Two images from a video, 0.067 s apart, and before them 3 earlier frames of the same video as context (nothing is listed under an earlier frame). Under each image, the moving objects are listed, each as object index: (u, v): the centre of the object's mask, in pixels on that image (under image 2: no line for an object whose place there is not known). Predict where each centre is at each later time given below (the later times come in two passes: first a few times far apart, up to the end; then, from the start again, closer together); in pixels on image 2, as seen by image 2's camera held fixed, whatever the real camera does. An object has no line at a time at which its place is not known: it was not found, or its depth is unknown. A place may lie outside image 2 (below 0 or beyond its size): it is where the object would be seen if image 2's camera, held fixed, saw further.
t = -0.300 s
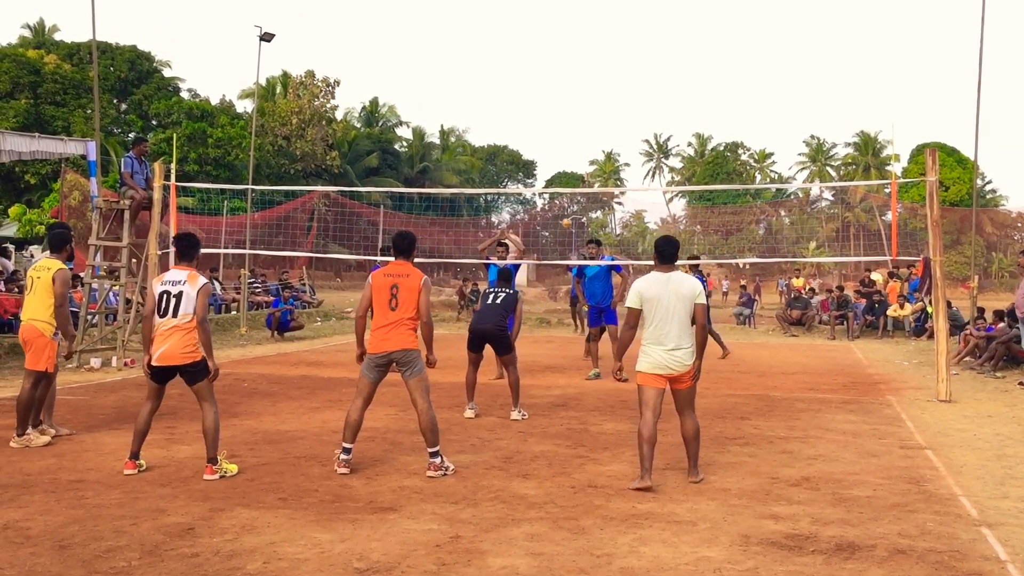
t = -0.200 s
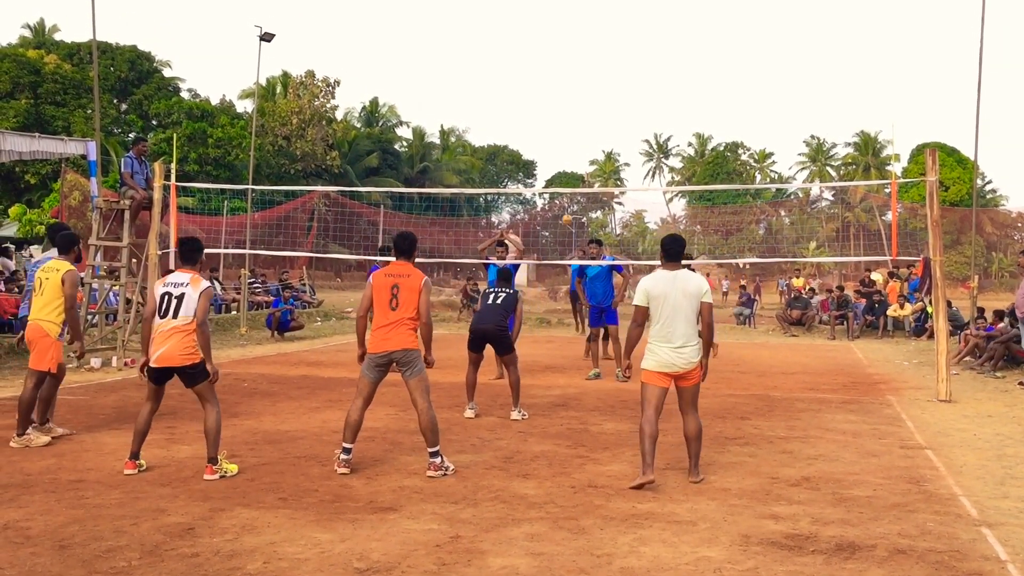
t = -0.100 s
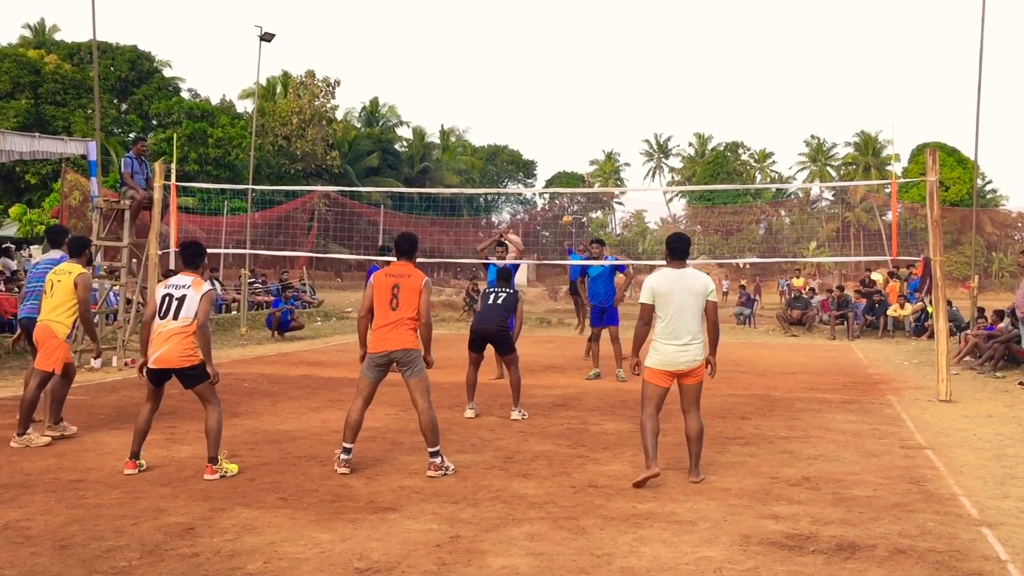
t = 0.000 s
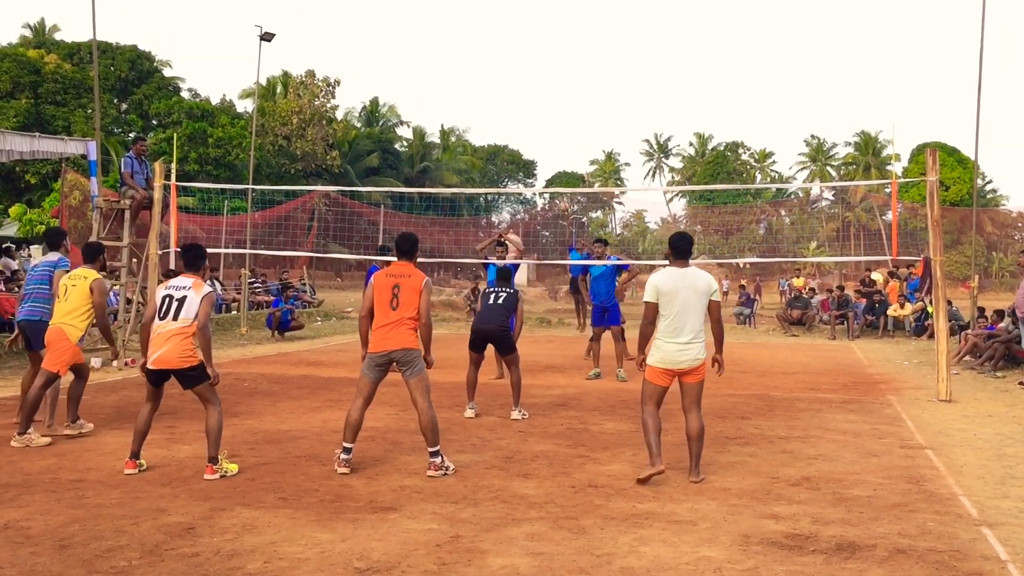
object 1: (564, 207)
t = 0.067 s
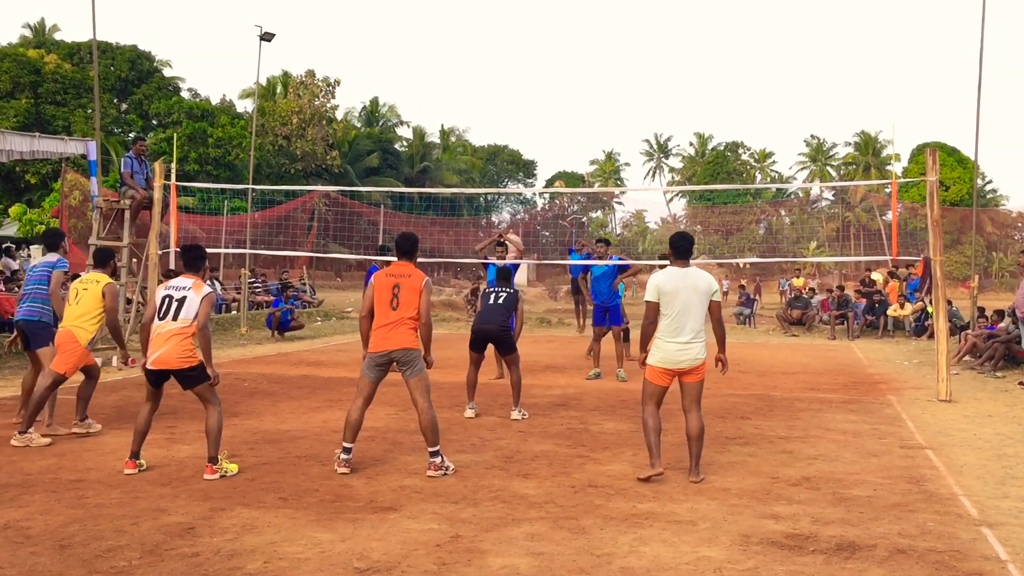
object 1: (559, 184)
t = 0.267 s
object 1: (546, 130)
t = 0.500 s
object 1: (526, 79)
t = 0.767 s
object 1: (503, 49)
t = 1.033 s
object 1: (477, 75)
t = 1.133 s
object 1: (464, 108)
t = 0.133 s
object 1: (555, 166)
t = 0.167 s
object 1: (553, 157)
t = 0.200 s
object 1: (550, 148)
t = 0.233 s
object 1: (548, 139)
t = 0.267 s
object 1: (546, 130)
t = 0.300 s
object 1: (543, 121)
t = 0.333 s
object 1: (540, 113)
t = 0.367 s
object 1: (538, 106)
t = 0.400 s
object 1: (535, 98)
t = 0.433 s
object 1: (532, 91)
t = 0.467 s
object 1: (529, 85)
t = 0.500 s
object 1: (526, 79)
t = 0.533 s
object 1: (523, 73)
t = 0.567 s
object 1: (520, 68)
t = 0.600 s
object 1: (517, 64)
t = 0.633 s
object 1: (514, 60)
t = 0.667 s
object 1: (511, 56)
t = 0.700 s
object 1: (509, 53)
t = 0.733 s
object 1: (506, 51)
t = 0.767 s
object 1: (503, 49)
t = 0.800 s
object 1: (500, 49)
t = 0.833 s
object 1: (497, 49)
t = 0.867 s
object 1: (494, 50)
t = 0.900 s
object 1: (491, 53)
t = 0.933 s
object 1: (487, 56)
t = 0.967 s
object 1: (484, 61)
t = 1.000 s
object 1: (481, 67)
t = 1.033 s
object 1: (477, 75)
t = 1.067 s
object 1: (473, 84)
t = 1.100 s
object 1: (469, 95)
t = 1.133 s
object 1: (464, 108)
